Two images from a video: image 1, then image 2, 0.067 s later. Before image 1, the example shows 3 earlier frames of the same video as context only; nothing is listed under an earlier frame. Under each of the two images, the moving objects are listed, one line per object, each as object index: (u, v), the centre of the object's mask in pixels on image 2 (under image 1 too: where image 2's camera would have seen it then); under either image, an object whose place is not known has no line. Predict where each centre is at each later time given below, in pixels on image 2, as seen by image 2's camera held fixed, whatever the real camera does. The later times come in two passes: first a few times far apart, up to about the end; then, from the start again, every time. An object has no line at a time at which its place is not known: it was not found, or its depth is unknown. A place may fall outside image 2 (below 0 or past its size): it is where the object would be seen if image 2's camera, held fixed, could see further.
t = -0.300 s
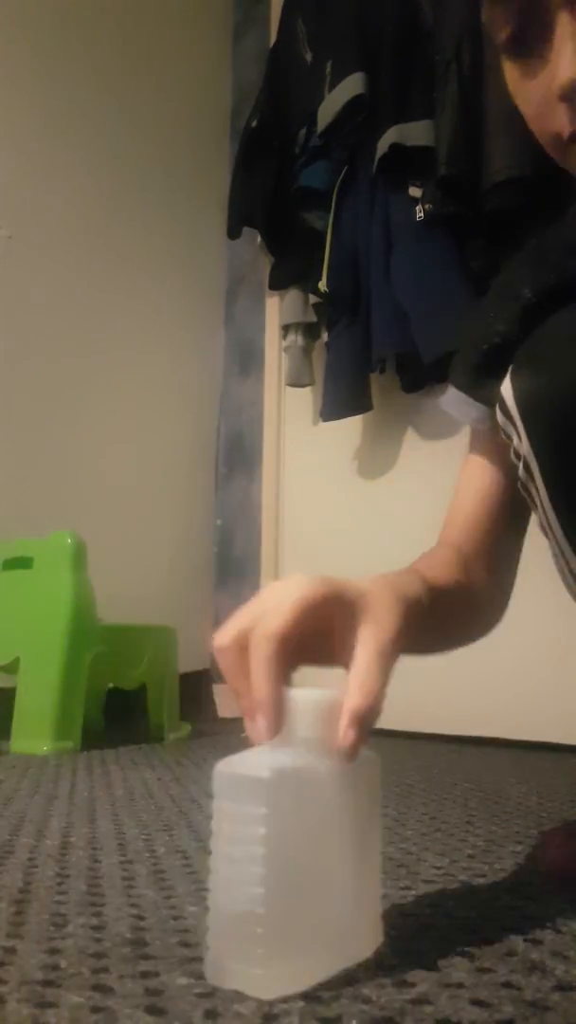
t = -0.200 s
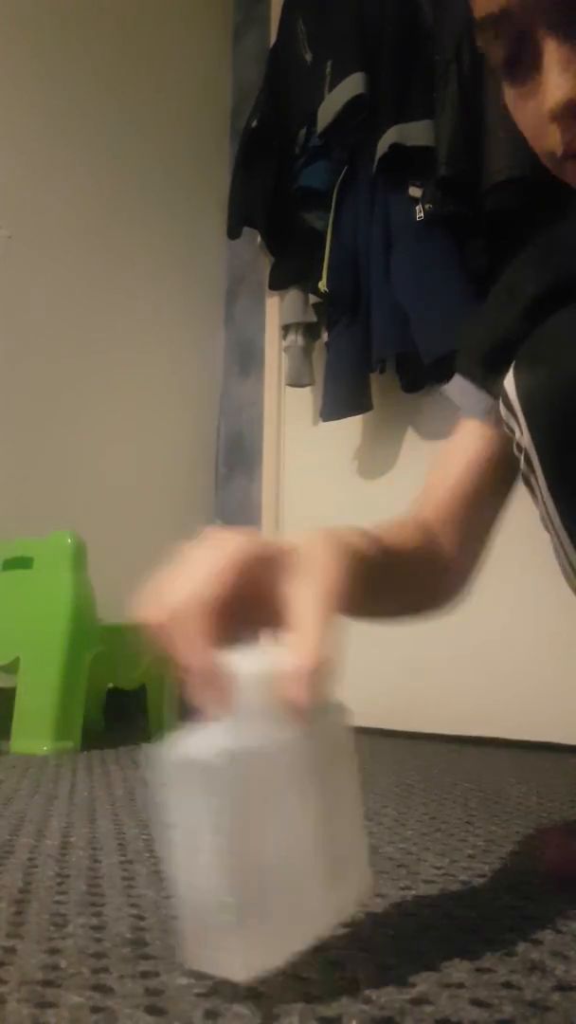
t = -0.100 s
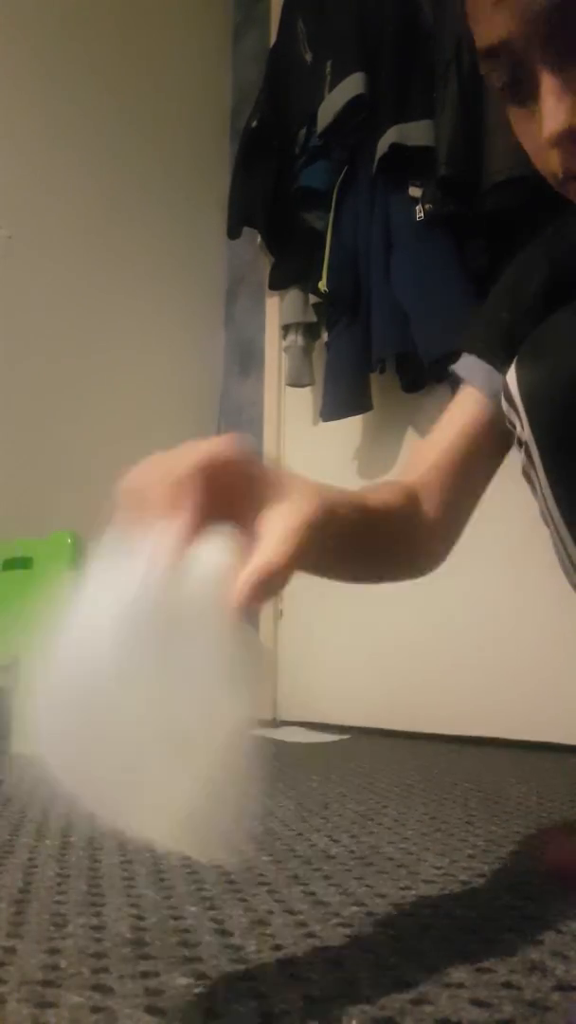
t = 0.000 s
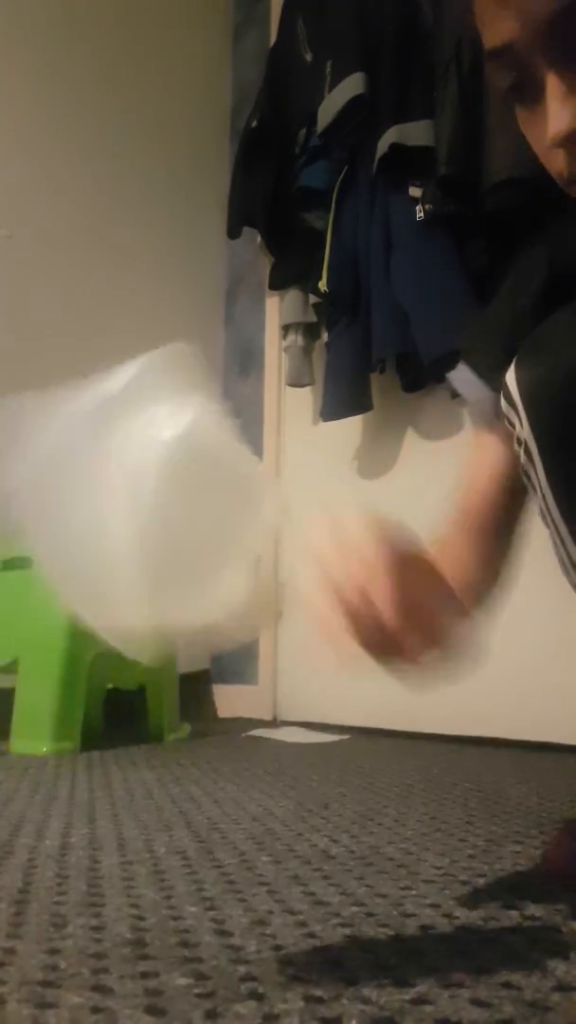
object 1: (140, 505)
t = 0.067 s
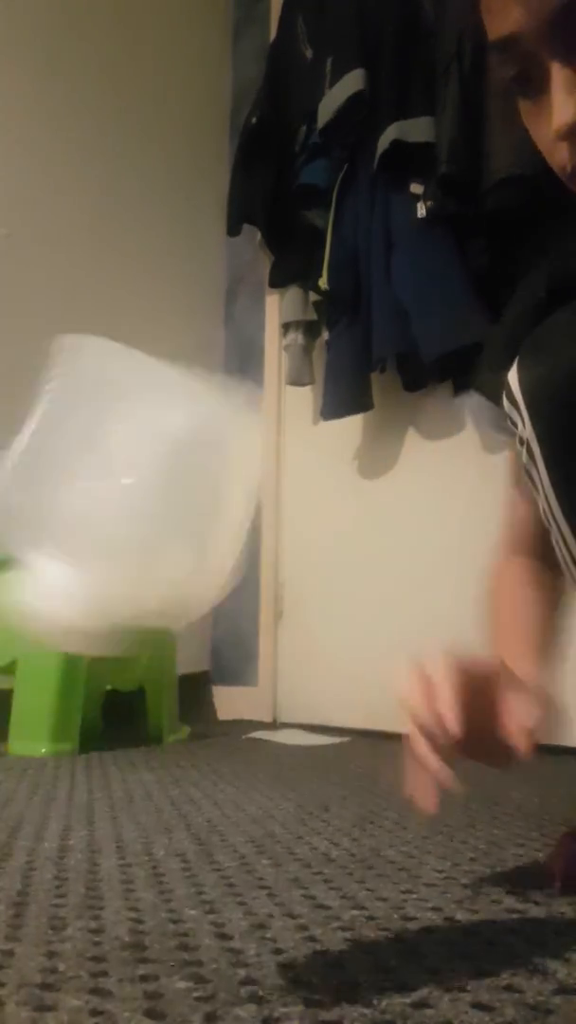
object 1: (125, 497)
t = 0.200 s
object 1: (102, 803)
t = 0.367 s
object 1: (197, 869)
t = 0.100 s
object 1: (118, 521)
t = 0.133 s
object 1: (118, 572)
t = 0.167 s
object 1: (113, 669)
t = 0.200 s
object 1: (102, 803)
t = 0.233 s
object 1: (102, 842)
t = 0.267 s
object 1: (110, 843)
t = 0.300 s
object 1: (129, 849)
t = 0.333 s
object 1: (160, 861)
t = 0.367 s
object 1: (197, 869)
